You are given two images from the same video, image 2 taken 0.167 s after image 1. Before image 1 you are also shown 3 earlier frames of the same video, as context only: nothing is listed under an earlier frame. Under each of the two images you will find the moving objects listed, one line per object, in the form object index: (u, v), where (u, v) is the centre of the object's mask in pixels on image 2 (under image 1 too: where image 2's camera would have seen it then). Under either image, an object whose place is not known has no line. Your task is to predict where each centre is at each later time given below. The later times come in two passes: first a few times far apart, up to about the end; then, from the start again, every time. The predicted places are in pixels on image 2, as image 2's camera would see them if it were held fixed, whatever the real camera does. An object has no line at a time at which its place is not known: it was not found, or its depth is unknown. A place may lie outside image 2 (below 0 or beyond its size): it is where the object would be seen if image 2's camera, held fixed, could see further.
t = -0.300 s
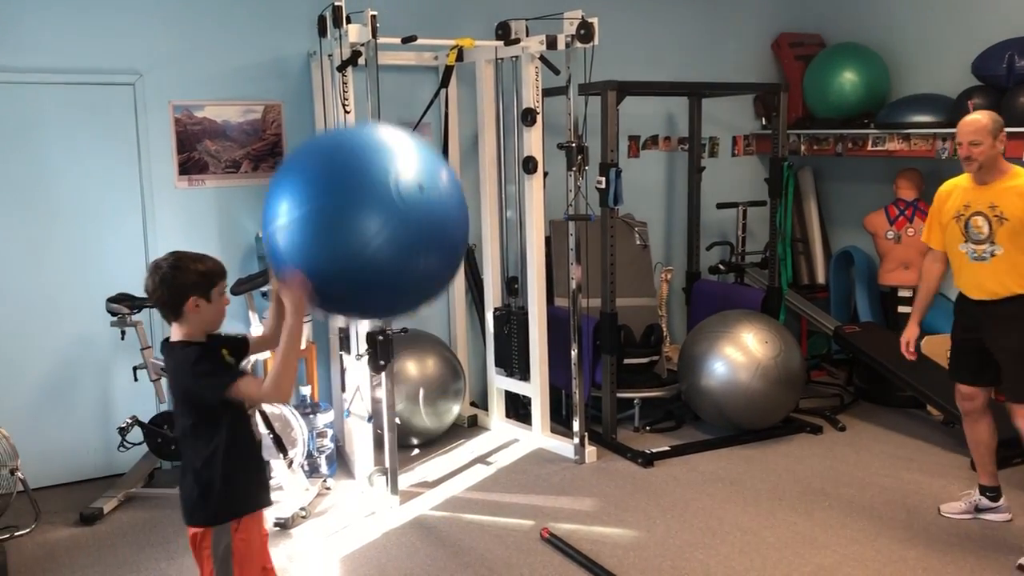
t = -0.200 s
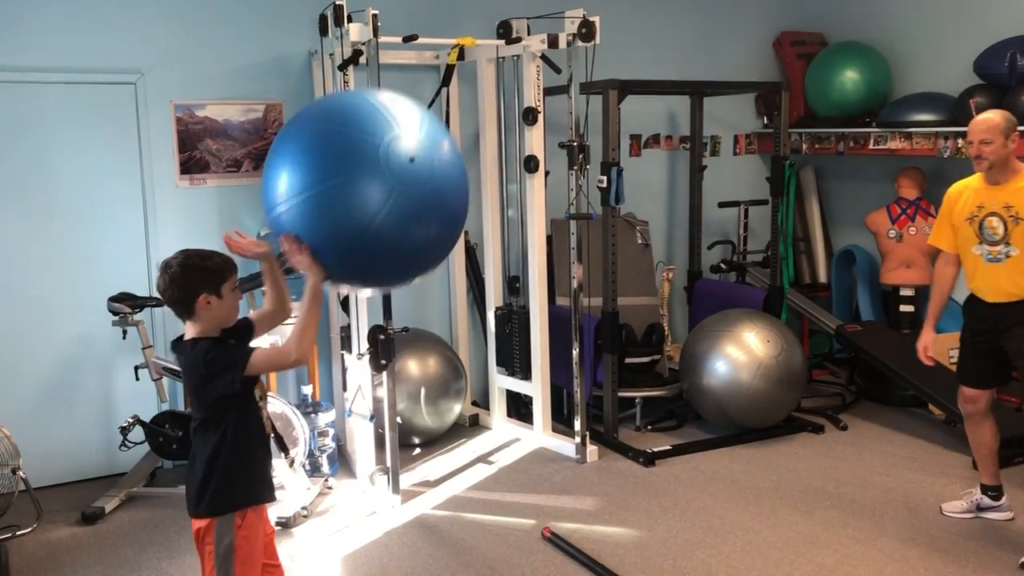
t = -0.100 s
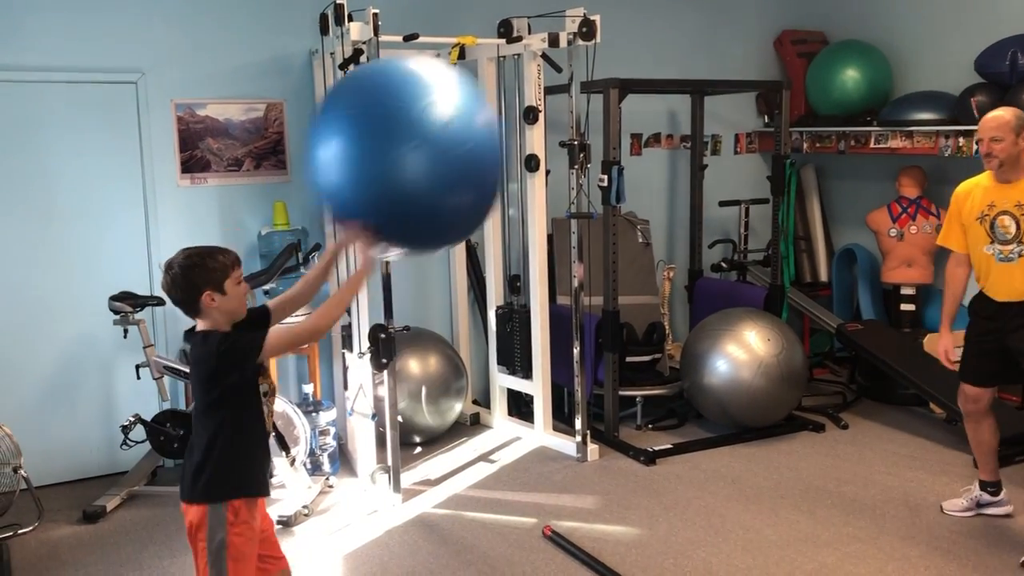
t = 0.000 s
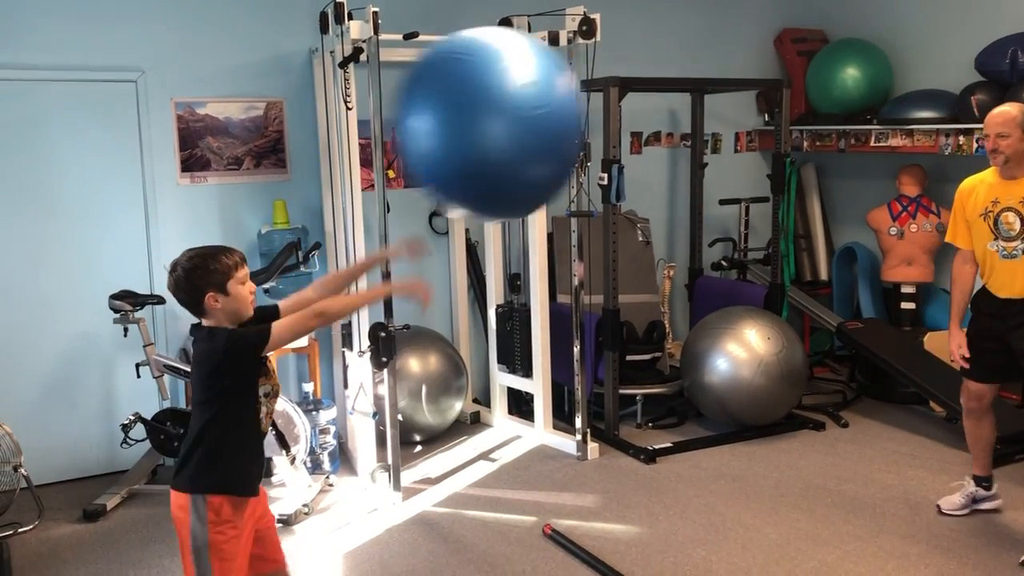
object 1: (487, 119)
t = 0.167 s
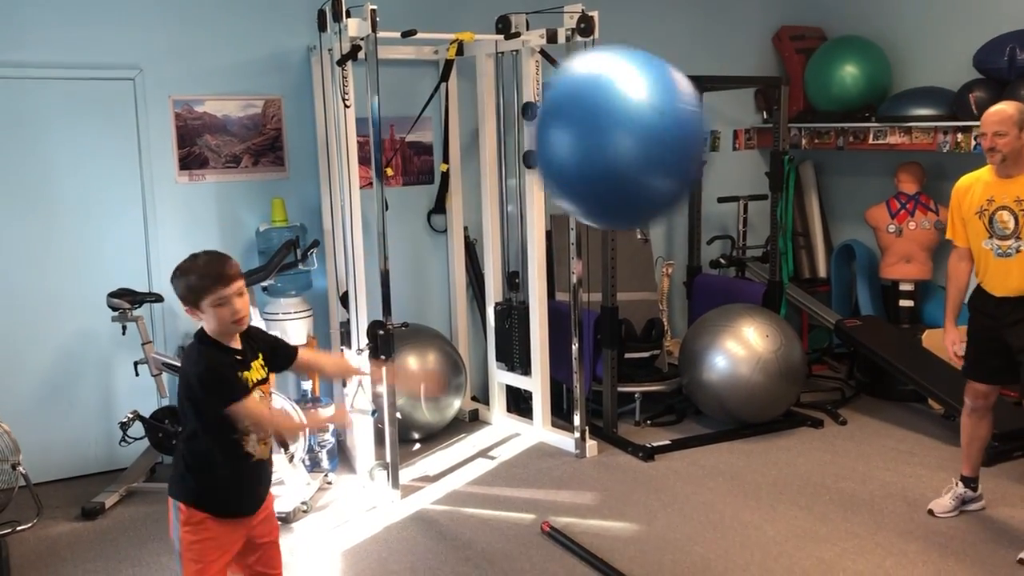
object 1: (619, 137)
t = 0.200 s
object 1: (642, 150)
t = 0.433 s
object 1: (791, 307)
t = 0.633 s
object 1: (886, 514)
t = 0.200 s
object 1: (642, 150)
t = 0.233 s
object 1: (664, 164)
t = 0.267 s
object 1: (687, 181)
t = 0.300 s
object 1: (709, 202)
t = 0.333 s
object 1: (730, 226)
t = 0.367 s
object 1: (750, 248)
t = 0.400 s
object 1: (772, 278)
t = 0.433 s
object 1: (791, 307)
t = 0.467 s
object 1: (809, 337)
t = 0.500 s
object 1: (826, 369)
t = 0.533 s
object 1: (841, 402)
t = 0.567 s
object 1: (856, 436)
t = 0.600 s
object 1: (871, 472)
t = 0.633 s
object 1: (886, 514)
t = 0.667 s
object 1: (895, 494)
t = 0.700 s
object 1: (906, 461)
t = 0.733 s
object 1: (917, 433)
